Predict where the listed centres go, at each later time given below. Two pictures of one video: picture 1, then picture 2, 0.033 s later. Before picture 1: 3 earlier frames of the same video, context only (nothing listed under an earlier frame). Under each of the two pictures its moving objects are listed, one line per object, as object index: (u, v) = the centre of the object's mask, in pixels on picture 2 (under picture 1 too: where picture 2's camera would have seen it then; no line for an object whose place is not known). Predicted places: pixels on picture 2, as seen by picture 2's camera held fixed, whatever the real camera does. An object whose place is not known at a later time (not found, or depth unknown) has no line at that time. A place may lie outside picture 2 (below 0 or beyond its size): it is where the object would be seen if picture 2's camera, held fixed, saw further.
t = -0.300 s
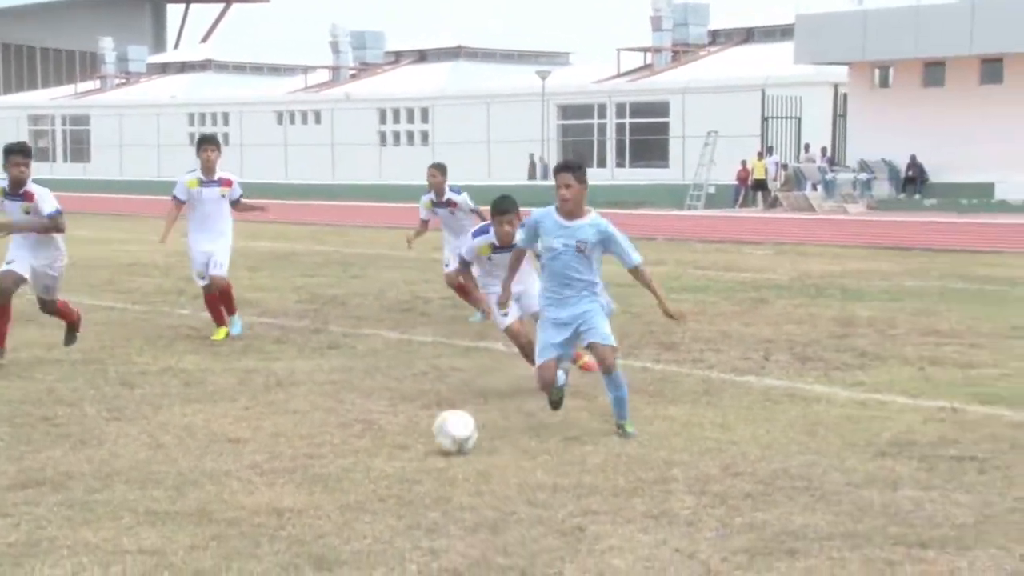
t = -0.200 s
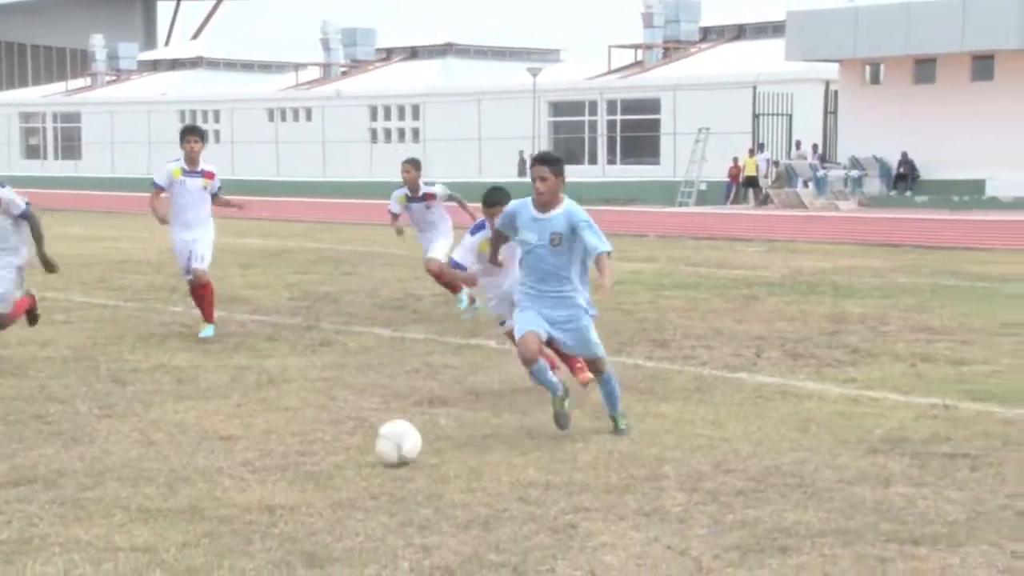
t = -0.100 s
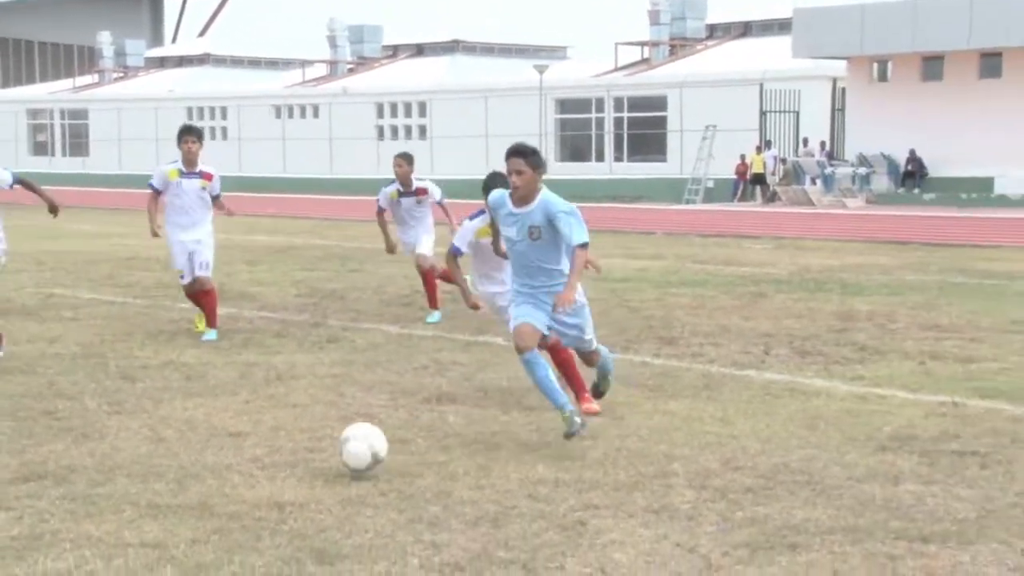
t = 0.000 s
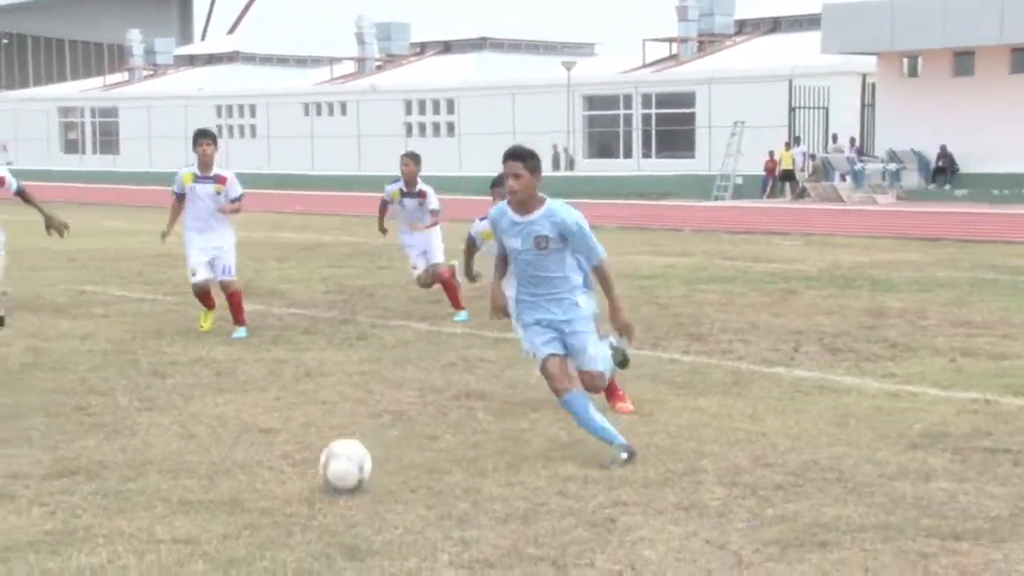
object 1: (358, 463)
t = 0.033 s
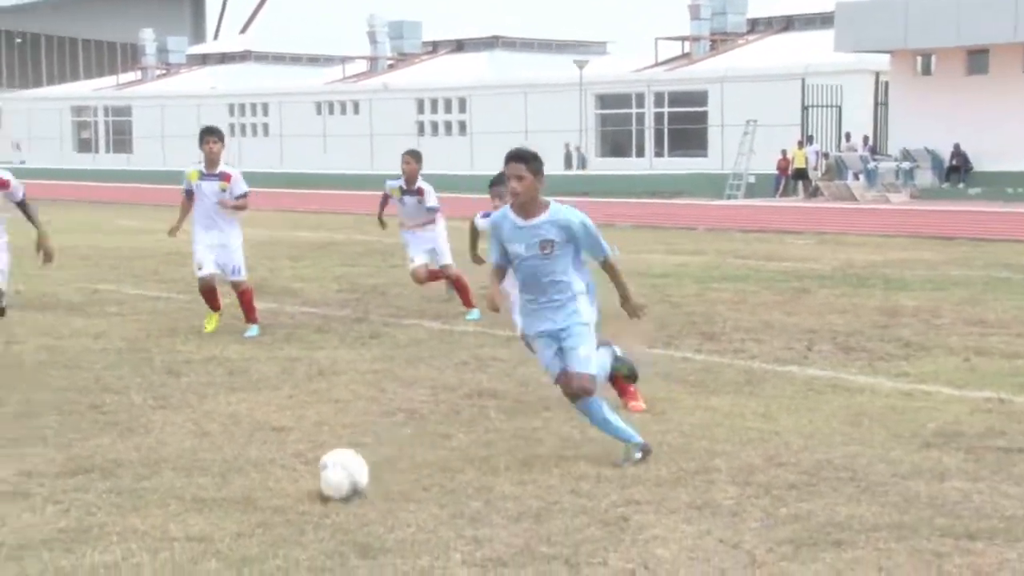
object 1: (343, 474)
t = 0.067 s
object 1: (325, 476)
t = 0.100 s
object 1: (309, 482)
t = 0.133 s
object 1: (290, 489)
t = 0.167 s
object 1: (272, 500)
